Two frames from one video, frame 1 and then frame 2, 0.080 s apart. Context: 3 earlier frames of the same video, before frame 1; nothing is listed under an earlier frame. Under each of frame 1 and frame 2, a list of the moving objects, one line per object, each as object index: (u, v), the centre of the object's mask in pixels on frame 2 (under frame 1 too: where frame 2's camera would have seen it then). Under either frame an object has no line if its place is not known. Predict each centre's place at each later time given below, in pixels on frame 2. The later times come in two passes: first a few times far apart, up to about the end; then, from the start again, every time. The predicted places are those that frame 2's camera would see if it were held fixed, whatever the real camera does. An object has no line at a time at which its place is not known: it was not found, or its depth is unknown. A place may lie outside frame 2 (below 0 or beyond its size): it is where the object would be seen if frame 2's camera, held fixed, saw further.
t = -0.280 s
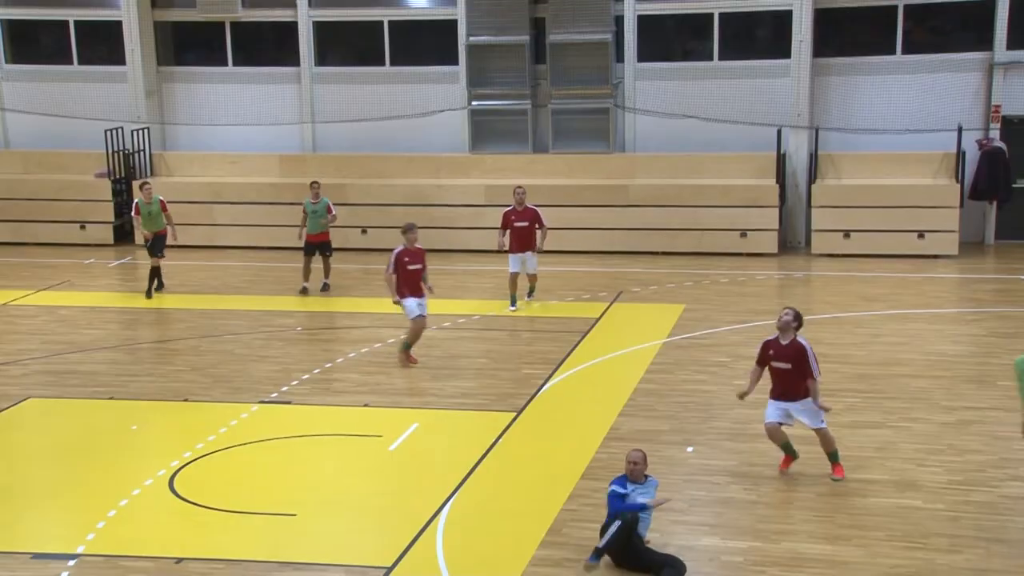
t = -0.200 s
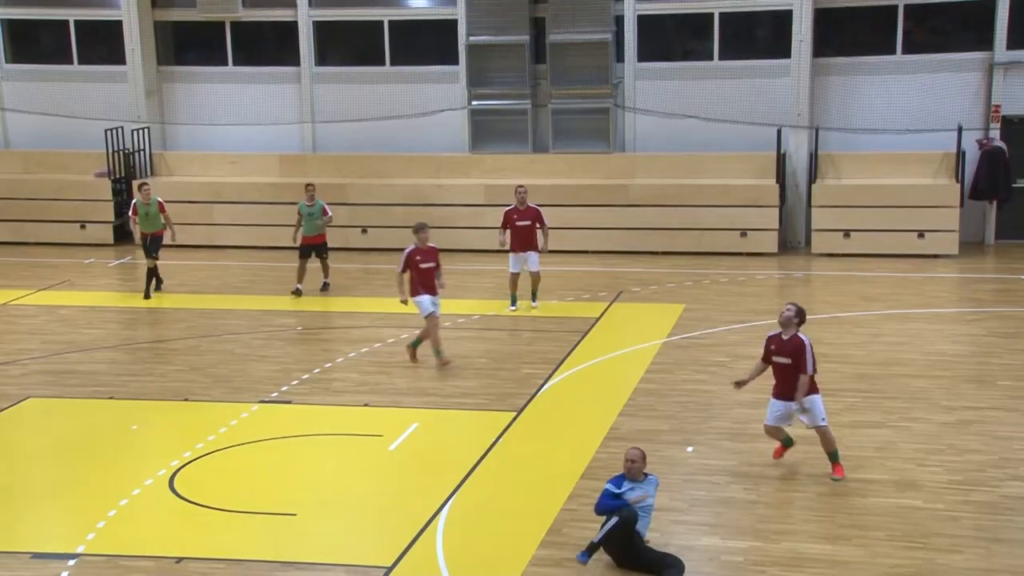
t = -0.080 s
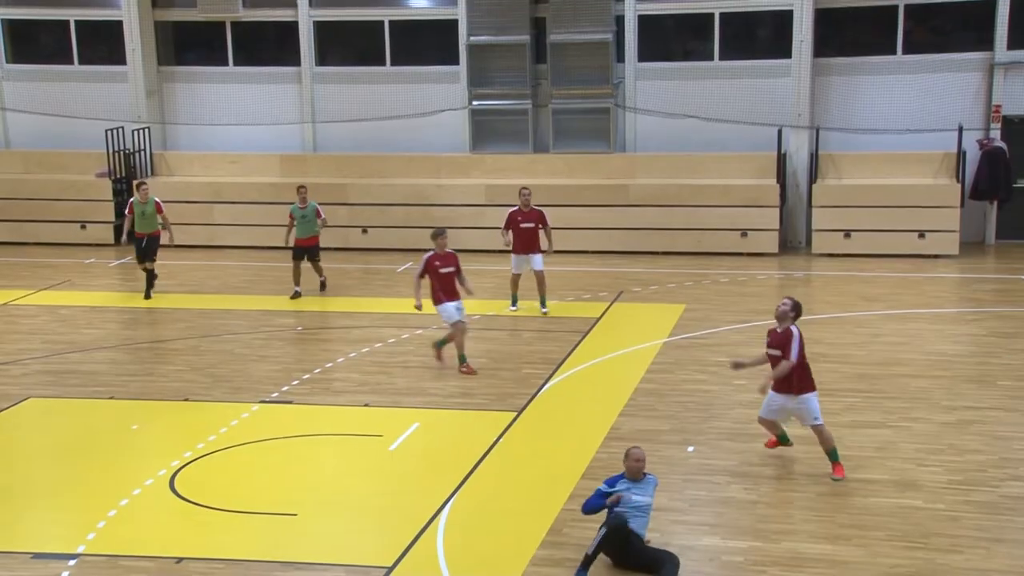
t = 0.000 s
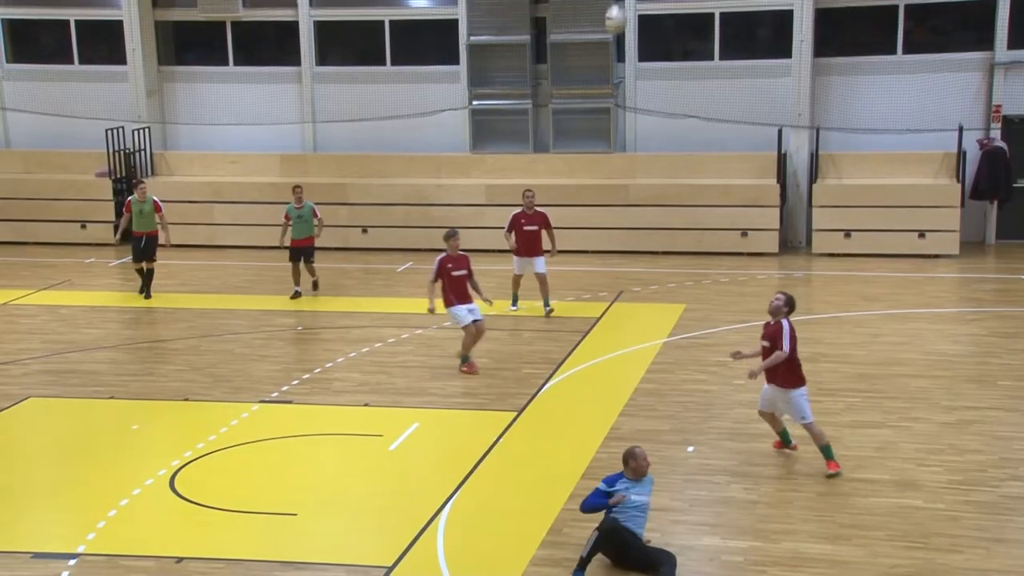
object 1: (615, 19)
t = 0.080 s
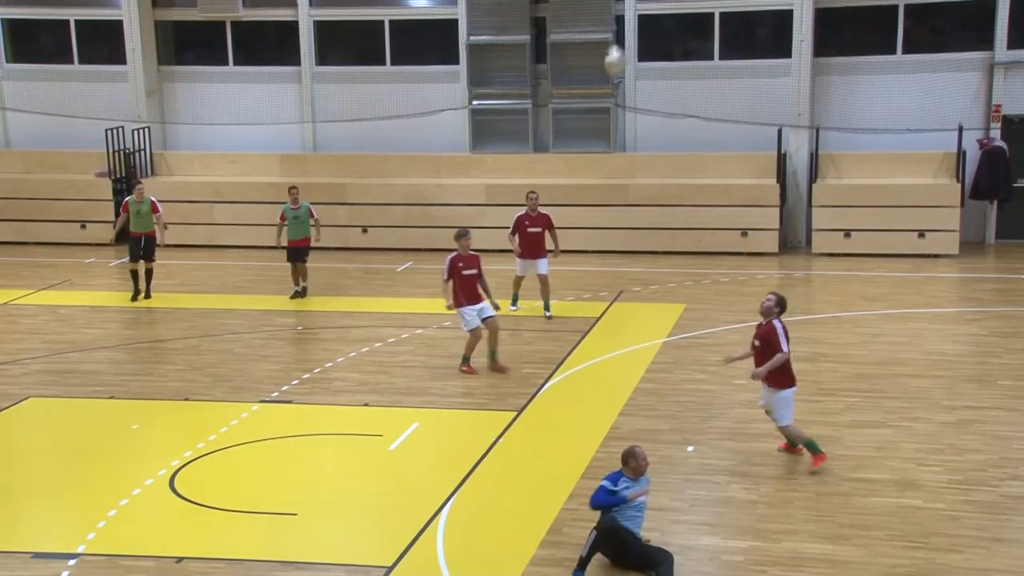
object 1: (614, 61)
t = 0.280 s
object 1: (613, 183)
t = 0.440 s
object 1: (611, 309)
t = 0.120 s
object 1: (614, 80)
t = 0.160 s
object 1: (613, 104)
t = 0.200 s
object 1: (612, 129)
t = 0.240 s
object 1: (613, 154)
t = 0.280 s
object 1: (613, 183)
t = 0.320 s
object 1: (613, 214)
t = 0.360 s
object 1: (611, 243)
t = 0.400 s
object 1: (611, 276)
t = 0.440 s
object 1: (611, 309)
